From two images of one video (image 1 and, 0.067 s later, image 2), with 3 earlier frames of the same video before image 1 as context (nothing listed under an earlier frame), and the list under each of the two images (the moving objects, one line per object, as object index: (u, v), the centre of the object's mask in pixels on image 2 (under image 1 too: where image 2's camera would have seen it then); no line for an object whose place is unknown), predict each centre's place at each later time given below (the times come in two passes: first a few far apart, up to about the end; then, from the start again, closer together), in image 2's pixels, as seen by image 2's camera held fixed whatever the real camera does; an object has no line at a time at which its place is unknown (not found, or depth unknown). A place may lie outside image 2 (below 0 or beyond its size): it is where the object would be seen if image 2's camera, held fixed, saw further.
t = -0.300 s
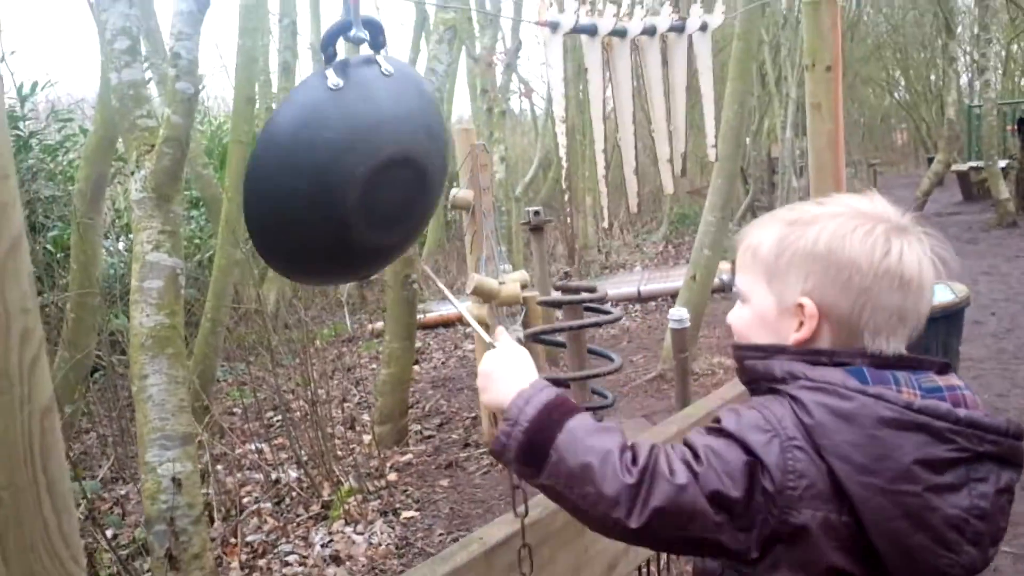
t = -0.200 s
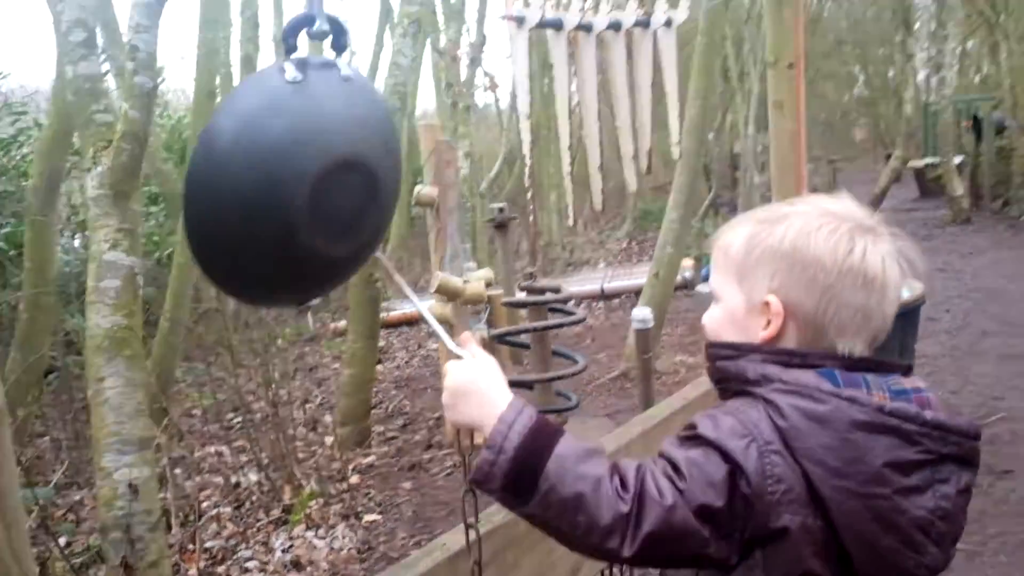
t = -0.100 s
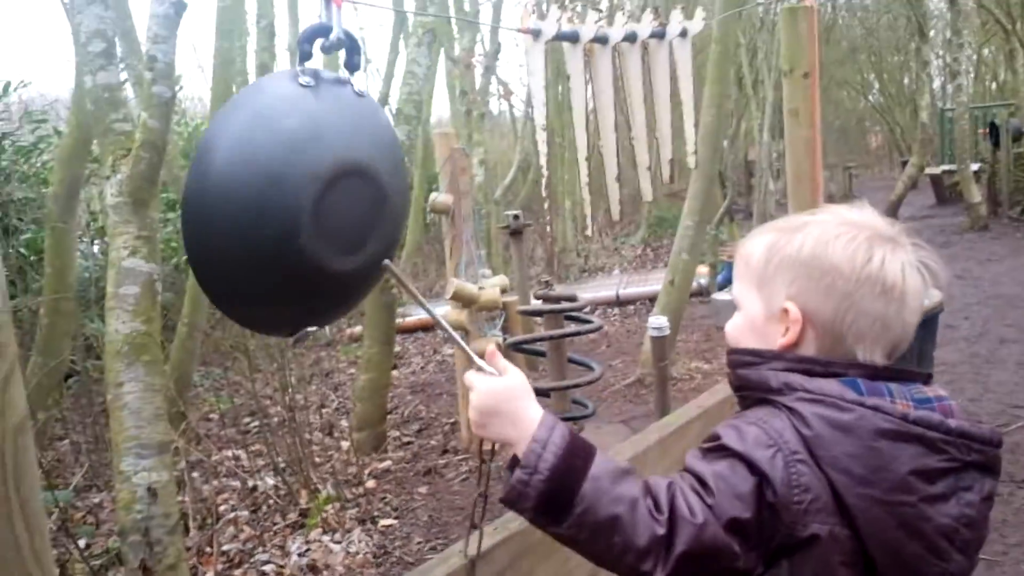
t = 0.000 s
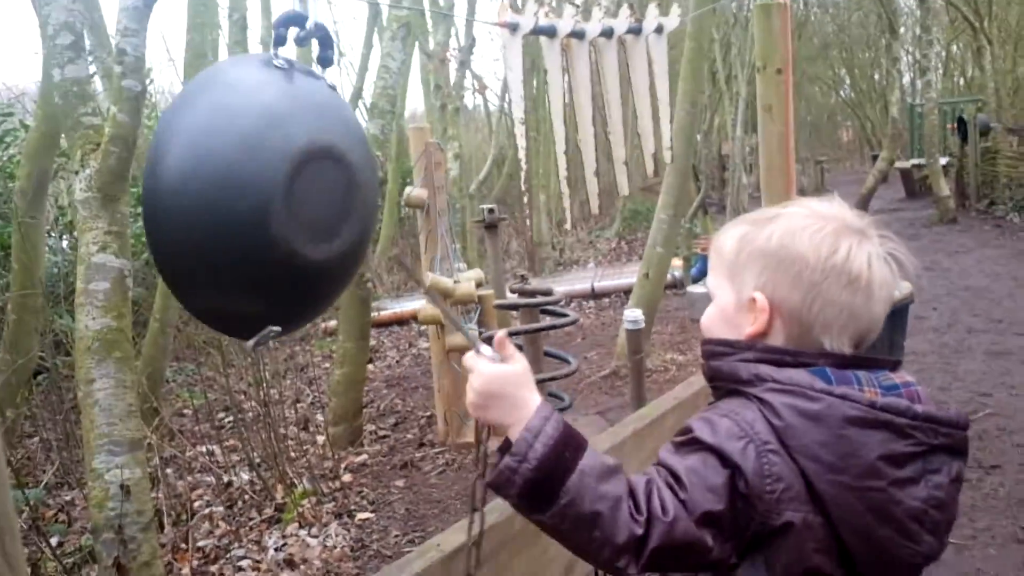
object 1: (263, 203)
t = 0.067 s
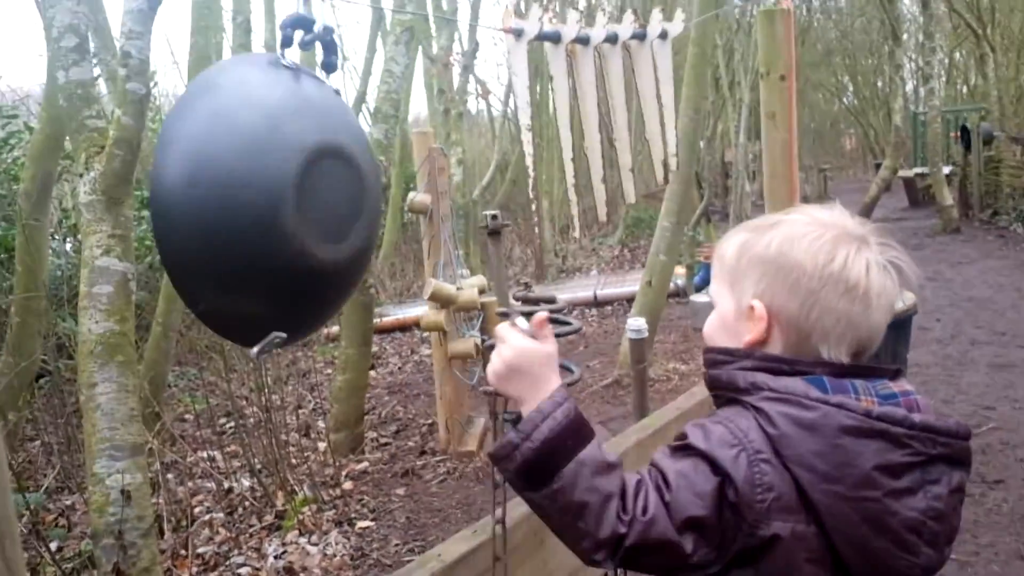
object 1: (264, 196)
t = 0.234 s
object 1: (285, 205)
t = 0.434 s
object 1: (327, 212)
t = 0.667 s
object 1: (322, 200)
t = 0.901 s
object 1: (289, 213)
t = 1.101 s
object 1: (288, 207)
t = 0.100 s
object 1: (266, 203)
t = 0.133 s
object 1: (273, 200)
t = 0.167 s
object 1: (276, 198)
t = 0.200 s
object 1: (279, 198)
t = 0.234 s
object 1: (285, 205)
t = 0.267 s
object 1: (296, 206)
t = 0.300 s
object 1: (307, 211)
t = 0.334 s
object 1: (312, 215)
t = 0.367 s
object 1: (315, 215)
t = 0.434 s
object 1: (327, 212)
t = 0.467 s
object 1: (334, 210)
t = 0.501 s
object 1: (338, 206)
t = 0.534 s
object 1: (340, 204)
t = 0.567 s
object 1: (337, 202)
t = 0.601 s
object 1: (333, 200)
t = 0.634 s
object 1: (328, 199)
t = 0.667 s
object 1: (322, 200)
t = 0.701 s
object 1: (316, 200)
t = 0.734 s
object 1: (310, 200)
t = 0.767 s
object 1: (305, 203)
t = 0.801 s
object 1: (301, 206)
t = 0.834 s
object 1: (296, 209)
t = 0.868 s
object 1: (292, 212)
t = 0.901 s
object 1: (289, 213)
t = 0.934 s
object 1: (285, 214)
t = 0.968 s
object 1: (284, 211)
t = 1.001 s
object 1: (284, 210)
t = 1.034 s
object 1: (284, 211)
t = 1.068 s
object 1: (286, 206)
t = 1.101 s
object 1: (288, 207)
